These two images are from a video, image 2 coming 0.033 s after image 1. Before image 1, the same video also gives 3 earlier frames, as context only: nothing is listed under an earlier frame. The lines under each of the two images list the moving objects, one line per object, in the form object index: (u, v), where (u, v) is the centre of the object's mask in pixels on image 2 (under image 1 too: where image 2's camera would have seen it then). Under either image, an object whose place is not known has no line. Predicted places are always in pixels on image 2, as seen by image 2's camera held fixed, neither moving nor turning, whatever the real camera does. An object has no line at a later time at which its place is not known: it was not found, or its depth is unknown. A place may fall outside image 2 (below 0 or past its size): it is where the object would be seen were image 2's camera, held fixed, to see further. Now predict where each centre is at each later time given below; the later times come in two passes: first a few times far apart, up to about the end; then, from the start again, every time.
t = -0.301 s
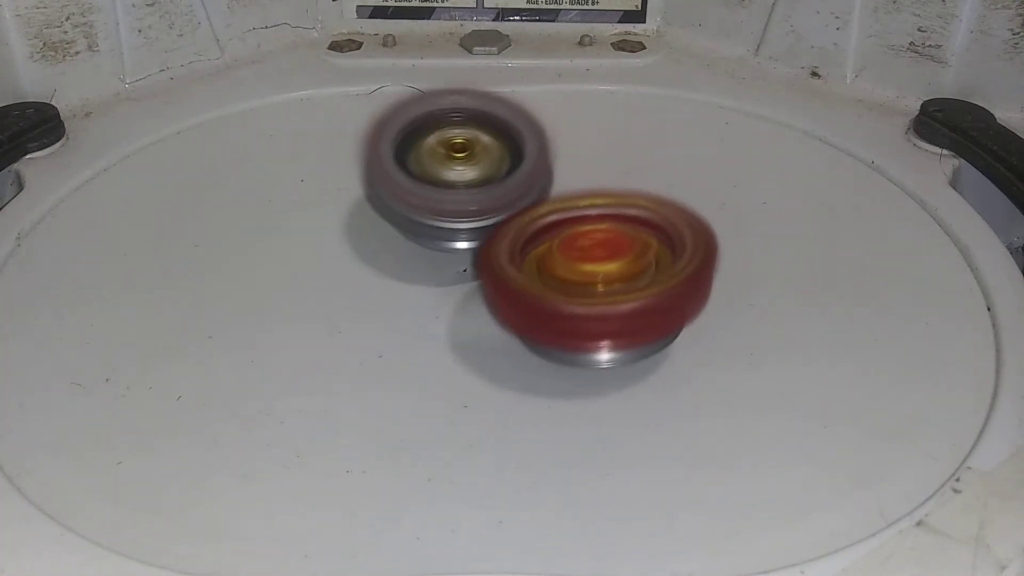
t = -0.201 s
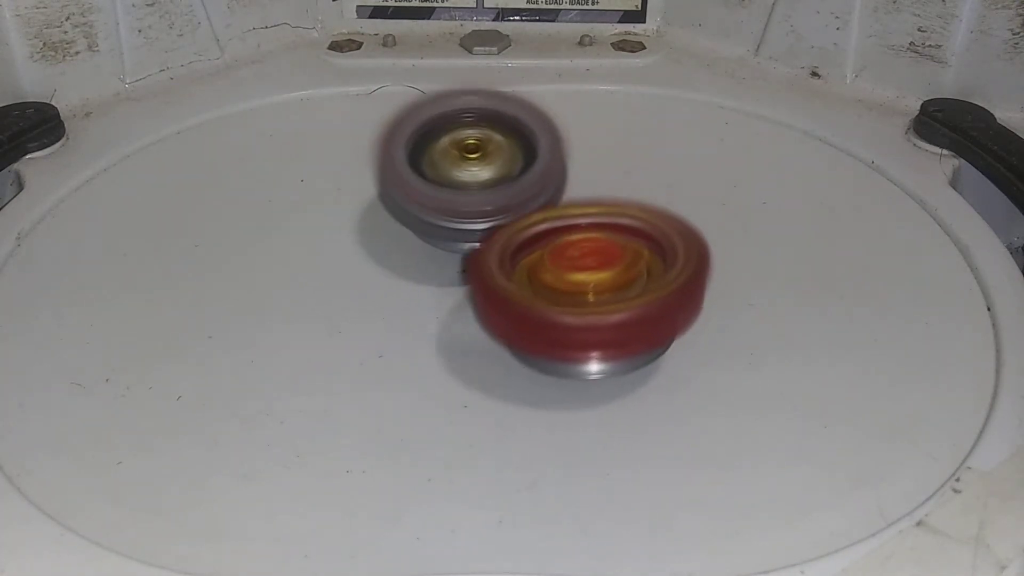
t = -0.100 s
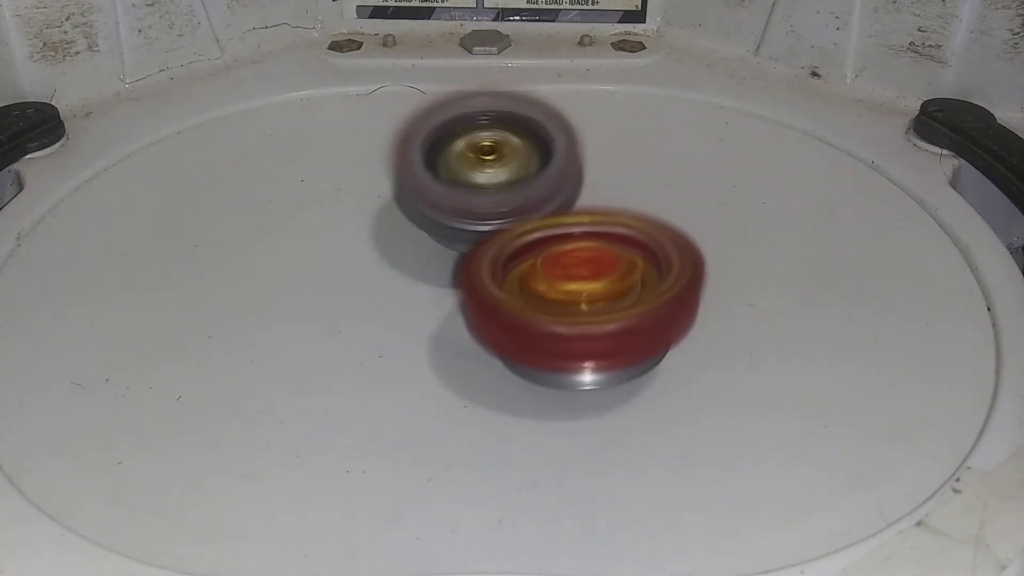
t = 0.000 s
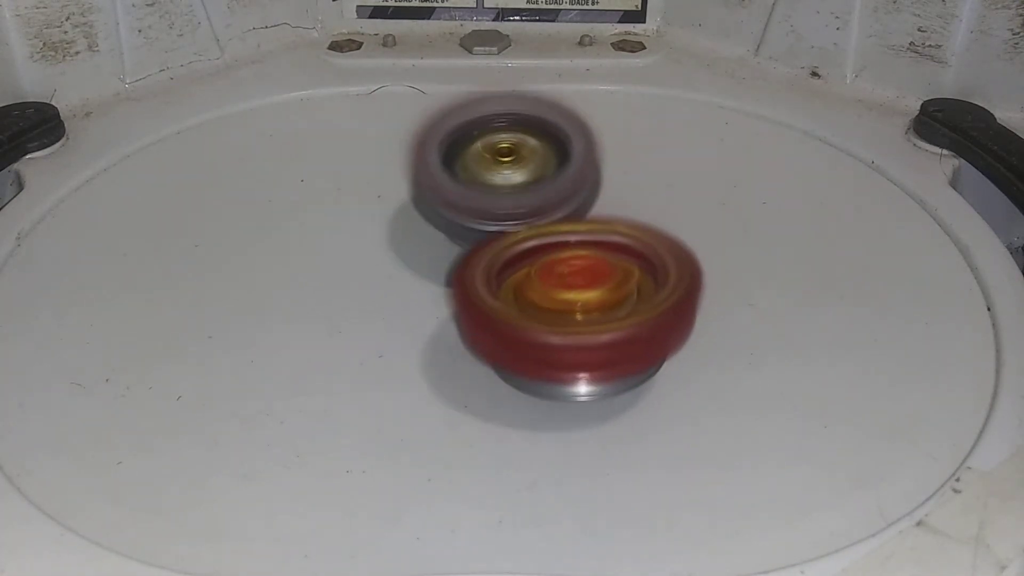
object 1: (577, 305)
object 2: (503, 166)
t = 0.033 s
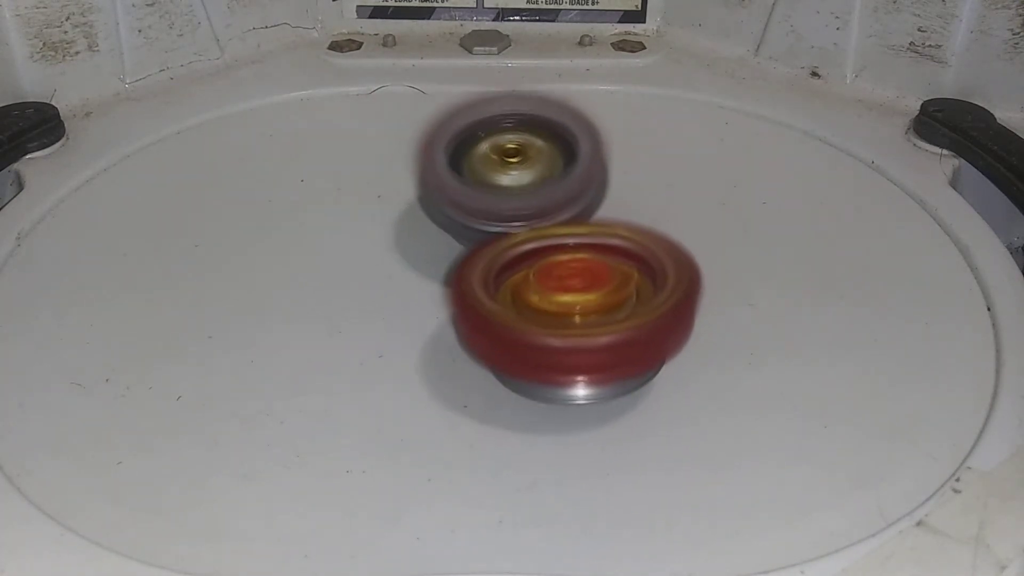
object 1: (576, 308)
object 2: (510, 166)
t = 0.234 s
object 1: (573, 322)
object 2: (544, 173)
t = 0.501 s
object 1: (565, 330)
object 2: (587, 180)
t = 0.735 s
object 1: (531, 324)
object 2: (615, 186)
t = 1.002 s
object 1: (457, 296)
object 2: (630, 196)
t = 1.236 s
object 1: (369, 260)
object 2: (626, 206)
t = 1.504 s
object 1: (312, 237)
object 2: (601, 222)
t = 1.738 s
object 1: (314, 223)
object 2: (559, 234)
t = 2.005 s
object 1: (339, 199)
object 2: (536, 253)
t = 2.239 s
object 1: (368, 175)
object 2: (518, 263)
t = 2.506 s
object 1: (408, 154)
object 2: (511, 266)
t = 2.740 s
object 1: (437, 143)
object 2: (526, 267)
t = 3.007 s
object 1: (448, 106)
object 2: (558, 318)
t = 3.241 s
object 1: (408, 88)
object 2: (591, 300)
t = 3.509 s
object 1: (401, 146)
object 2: (581, 283)
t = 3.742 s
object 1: (387, 151)
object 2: (667, 353)
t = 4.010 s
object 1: (359, 163)
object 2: (684, 316)
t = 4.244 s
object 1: (384, 200)
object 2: (655, 286)
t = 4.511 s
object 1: (425, 222)
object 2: (639, 264)
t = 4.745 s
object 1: (422, 222)
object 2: (638, 244)
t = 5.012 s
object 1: (411, 234)
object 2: (639, 220)
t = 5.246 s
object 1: (400, 235)
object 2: (644, 207)
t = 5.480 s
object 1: (423, 236)
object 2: (640, 199)
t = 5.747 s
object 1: (356, 228)
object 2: (686, 192)
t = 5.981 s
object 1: (350, 227)
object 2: (679, 194)
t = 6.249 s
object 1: (395, 228)
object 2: (647, 200)
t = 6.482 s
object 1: (410, 233)
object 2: (624, 200)
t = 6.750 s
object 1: (382, 241)
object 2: (614, 192)
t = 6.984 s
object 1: (383, 242)
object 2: (600, 184)
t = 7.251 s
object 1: (388, 245)
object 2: (598, 177)
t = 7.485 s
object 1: (389, 250)
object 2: (591, 173)
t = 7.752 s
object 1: (355, 262)
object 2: (633, 166)
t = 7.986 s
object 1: (343, 270)
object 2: (632, 167)
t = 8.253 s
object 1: (384, 264)
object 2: (611, 179)
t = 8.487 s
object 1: (402, 259)
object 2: (596, 184)
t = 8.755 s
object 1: (381, 263)
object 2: (576, 180)
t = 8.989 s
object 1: (383, 263)
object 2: (565, 176)
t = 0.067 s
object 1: (575, 310)
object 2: (515, 167)
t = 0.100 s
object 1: (574, 313)
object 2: (521, 169)
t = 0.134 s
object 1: (575, 315)
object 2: (526, 170)
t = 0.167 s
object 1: (574, 318)
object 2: (532, 171)
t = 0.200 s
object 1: (574, 320)
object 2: (538, 172)
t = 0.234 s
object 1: (573, 322)
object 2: (544, 173)
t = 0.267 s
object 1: (573, 324)
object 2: (549, 174)
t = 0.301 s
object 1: (572, 326)
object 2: (555, 175)
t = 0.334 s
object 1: (573, 327)
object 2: (560, 176)
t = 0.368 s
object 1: (572, 328)
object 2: (565, 178)
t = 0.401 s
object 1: (570, 328)
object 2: (571, 178)
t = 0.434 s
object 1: (568, 329)
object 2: (577, 179)
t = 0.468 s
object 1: (568, 330)
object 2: (582, 180)
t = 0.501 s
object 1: (565, 330)
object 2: (587, 180)
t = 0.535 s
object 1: (561, 330)
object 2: (592, 181)
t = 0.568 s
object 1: (557, 329)
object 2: (597, 181)
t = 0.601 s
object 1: (553, 329)
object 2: (601, 182)
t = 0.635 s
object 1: (548, 328)
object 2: (605, 182)
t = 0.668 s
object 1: (542, 327)
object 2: (609, 183)
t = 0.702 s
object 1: (537, 325)
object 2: (611, 184)
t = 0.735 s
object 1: (531, 324)
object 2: (615, 186)
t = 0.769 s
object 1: (524, 322)
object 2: (618, 187)
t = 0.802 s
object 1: (516, 320)
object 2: (620, 187)
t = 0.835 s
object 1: (508, 318)
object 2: (623, 188)
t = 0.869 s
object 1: (499, 315)
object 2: (625, 189)
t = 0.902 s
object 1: (489, 312)
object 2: (627, 191)
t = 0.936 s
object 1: (480, 307)
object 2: (629, 193)
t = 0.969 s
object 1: (468, 302)
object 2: (629, 194)
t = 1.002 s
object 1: (457, 296)
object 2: (630, 196)
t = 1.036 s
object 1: (446, 290)
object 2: (630, 198)
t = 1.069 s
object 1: (432, 284)
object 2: (629, 199)
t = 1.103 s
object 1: (420, 279)
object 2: (629, 201)
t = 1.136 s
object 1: (408, 274)
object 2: (629, 202)
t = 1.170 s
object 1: (395, 269)
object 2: (628, 204)
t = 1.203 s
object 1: (382, 264)
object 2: (627, 205)
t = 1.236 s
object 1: (369, 260)
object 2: (626, 206)
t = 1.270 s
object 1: (358, 256)
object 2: (625, 208)
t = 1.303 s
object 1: (348, 253)
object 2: (622, 210)
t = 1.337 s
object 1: (339, 249)
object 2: (620, 212)
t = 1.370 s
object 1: (331, 246)
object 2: (617, 213)
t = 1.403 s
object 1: (324, 243)
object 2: (613, 215)
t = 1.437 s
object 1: (319, 241)
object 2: (610, 217)
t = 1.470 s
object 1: (315, 239)
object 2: (605, 220)
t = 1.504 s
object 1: (312, 237)
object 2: (601, 222)
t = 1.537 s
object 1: (310, 235)
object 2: (595, 225)
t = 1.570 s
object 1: (308, 233)
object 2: (590, 226)
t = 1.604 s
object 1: (308, 231)
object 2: (584, 228)
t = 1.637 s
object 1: (308, 229)
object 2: (578, 229)
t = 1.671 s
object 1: (308, 228)
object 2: (571, 231)
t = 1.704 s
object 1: (311, 226)
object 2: (565, 233)
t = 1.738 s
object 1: (314, 223)
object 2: (559, 234)
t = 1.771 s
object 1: (318, 221)
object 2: (552, 235)
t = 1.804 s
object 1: (323, 219)
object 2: (546, 237)
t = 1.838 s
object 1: (326, 216)
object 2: (543, 240)
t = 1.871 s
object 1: (328, 212)
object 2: (544, 244)
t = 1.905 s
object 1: (332, 209)
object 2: (540, 247)
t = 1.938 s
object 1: (334, 205)
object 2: (540, 250)
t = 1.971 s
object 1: (337, 202)
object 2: (539, 252)
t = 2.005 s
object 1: (339, 199)
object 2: (536, 253)
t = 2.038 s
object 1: (341, 196)
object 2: (532, 255)
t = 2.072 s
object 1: (344, 193)
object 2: (527, 256)
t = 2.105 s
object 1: (348, 190)
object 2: (525, 257)
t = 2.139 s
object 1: (354, 185)
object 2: (522, 260)
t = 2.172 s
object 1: (359, 182)
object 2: (520, 262)
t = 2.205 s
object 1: (364, 177)
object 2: (519, 262)
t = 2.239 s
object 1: (368, 175)
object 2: (518, 263)
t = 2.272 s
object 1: (372, 172)
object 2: (517, 264)
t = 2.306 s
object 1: (377, 170)
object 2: (516, 265)
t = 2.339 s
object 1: (383, 167)
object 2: (516, 265)
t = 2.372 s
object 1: (388, 164)
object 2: (515, 266)
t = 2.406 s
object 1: (393, 161)
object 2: (515, 266)
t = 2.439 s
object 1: (398, 159)
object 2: (515, 266)
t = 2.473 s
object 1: (403, 157)
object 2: (513, 266)
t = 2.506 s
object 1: (408, 154)
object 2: (511, 266)
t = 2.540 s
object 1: (413, 153)
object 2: (509, 267)
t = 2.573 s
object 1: (420, 149)
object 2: (509, 271)
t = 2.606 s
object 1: (424, 147)
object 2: (512, 272)
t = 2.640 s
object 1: (429, 145)
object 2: (515, 270)
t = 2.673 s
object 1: (432, 144)
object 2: (519, 270)
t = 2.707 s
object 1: (435, 144)
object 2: (523, 269)
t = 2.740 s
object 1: (437, 143)
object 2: (526, 267)
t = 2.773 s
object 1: (440, 143)
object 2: (529, 266)
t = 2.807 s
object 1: (443, 144)
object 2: (533, 264)
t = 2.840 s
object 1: (445, 144)
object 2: (535, 261)
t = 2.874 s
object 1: (449, 145)
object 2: (536, 260)
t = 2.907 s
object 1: (456, 143)
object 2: (539, 273)
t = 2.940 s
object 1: (456, 127)
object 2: (546, 296)
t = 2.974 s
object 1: (452, 114)
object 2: (555, 311)
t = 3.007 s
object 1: (448, 106)
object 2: (558, 318)
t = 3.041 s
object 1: (444, 100)
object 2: (561, 318)
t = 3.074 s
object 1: (437, 94)
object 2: (566, 316)
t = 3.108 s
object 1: (431, 90)
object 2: (573, 312)
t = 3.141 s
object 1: (425, 88)
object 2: (579, 309)
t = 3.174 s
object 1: (418, 87)
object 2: (585, 305)
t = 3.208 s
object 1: (413, 87)
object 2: (588, 303)
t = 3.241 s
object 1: (408, 88)
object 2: (591, 300)
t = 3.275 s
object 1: (403, 91)
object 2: (591, 298)
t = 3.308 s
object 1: (400, 95)
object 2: (592, 296)
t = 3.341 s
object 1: (397, 101)
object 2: (591, 295)
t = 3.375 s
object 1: (396, 107)
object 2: (590, 293)
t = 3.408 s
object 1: (395, 115)
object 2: (587, 290)
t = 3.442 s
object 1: (395, 123)
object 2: (585, 288)
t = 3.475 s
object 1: (397, 134)
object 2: (583, 286)
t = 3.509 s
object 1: (401, 146)
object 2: (581, 283)
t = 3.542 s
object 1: (407, 161)
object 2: (579, 281)
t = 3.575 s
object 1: (414, 174)
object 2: (577, 279)
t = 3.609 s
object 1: (422, 187)
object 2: (576, 278)
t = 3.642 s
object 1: (421, 183)
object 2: (598, 302)
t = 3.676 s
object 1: (404, 167)
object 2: (631, 328)
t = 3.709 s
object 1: (393, 155)
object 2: (657, 346)
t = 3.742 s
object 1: (387, 151)
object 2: (667, 353)
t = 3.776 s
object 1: (381, 150)
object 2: (672, 353)
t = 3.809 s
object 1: (376, 151)
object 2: (678, 347)
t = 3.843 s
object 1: (372, 151)
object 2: (682, 342)
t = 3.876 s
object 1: (367, 153)
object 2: (684, 335)
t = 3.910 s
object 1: (364, 154)
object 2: (685, 329)
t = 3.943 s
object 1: (361, 156)
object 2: (685, 323)
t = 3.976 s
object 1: (360, 159)
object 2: (686, 320)
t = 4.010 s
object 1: (359, 163)
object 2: (684, 316)
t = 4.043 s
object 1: (359, 167)
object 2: (682, 311)
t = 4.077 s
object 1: (360, 172)
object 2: (679, 307)
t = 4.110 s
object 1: (362, 177)
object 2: (675, 303)
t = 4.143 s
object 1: (366, 182)
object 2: (670, 298)
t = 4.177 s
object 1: (371, 188)
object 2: (665, 294)
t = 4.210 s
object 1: (377, 194)
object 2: (661, 289)
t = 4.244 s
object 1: (384, 200)
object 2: (655, 286)
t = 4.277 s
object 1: (392, 207)
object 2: (649, 282)
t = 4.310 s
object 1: (401, 214)
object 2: (643, 278)
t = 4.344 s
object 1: (412, 221)
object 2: (637, 274)
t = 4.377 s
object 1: (424, 228)
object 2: (634, 271)
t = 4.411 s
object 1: (423, 224)
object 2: (641, 270)
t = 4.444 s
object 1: (423, 219)
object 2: (644, 269)
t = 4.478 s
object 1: (424, 219)
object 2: (642, 268)
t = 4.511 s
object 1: (425, 222)
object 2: (639, 264)
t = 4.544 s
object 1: (426, 224)
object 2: (637, 261)
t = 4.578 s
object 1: (429, 224)
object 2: (637, 258)
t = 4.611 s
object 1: (429, 222)
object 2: (640, 255)
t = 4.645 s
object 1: (430, 222)
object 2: (639, 253)
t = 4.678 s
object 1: (428, 220)
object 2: (639, 250)
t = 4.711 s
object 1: (426, 221)
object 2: (638, 247)
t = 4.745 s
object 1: (422, 222)
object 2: (638, 244)
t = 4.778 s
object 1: (418, 224)
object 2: (637, 240)
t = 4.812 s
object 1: (415, 225)
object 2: (636, 237)
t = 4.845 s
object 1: (414, 227)
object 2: (636, 234)
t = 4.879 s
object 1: (412, 228)
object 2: (636, 231)
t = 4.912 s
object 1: (412, 230)
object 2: (636, 228)
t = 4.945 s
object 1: (412, 231)
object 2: (636, 225)
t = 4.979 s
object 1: (413, 233)
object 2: (635, 222)
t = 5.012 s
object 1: (411, 234)
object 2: (639, 220)
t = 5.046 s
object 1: (407, 236)
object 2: (642, 218)
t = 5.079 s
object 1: (403, 237)
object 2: (642, 216)
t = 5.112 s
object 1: (402, 237)
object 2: (643, 214)
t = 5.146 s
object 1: (400, 237)
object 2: (643, 212)
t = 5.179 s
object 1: (399, 236)
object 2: (643, 210)
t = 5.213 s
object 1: (399, 236)
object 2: (643, 208)
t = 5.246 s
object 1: (400, 235)
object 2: (644, 207)
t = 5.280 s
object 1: (402, 235)
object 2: (644, 206)
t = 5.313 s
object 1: (404, 234)
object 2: (643, 205)
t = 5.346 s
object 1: (407, 234)
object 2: (642, 203)
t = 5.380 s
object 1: (411, 235)
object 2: (642, 202)
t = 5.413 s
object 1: (416, 237)
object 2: (642, 201)
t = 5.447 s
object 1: (420, 238)
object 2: (641, 200)
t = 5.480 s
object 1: (423, 236)
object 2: (640, 199)
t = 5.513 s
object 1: (419, 230)
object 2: (644, 197)
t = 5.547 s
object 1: (397, 227)
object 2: (672, 195)
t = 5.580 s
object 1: (386, 227)
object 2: (685, 196)
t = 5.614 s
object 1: (378, 227)
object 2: (687, 195)
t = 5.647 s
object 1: (371, 227)
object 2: (687, 194)
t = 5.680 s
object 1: (365, 227)
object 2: (687, 194)
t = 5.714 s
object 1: (360, 227)
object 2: (686, 193)
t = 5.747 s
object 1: (356, 228)
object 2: (686, 192)
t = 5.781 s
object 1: (353, 228)
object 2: (686, 192)
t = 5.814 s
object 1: (350, 228)
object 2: (686, 192)
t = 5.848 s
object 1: (349, 228)
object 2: (685, 192)
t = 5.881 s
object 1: (348, 228)
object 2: (683, 193)
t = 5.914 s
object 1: (347, 228)
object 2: (682, 193)
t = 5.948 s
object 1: (349, 228)
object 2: (681, 194)
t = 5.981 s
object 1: (350, 227)
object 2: (679, 194)
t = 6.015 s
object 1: (353, 228)
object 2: (676, 195)
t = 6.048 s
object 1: (357, 228)
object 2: (675, 196)
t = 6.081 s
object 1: (361, 228)
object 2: (671, 196)
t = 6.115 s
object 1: (367, 228)
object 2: (668, 197)
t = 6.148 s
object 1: (373, 228)
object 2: (664, 198)
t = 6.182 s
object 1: (379, 228)
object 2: (659, 199)
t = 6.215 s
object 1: (387, 228)
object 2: (653, 199)
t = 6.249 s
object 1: (395, 228)
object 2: (647, 200)
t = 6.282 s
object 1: (403, 228)
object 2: (640, 200)
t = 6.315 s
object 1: (413, 228)
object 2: (633, 201)
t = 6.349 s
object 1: (415, 228)
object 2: (631, 200)
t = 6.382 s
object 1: (407, 230)
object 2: (637, 200)
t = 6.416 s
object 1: (408, 230)
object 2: (635, 200)
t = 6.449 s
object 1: (409, 232)
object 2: (630, 200)
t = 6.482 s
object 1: (410, 233)
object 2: (624, 200)
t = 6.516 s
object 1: (408, 234)
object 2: (625, 199)
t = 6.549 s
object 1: (408, 236)
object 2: (621, 198)
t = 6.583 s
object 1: (400, 237)
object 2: (623, 197)
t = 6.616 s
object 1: (395, 238)
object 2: (622, 196)
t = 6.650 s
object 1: (390, 239)
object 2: (620, 195)
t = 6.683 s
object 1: (386, 240)
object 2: (617, 194)
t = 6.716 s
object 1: (384, 241)
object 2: (616, 193)
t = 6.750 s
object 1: (382, 241)
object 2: (614, 192)
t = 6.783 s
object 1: (380, 241)
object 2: (611, 191)
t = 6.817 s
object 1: (378, 242)
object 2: (610, 190)
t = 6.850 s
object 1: (377, 242)
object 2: (608, 189)
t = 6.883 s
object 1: (377, 242)
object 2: (605, 187)
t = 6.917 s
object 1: (378, 242)
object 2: (604, 186)
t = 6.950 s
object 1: (380, 242)
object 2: (602, 185)
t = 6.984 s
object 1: (383, 242)
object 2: (600, 184)
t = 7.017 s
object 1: (386, 242)
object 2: (598, 183)
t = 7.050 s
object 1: (391, 242)
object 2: (596, 182)
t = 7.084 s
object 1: (395, 241)
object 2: (595, 181)
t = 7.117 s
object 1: (396, 240)
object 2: (595, 180)
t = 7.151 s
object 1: (397, 241)
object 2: (597, 179)
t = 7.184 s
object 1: (393, 242)
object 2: (597, 178)
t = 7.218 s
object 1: (391, 243)
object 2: (599, 177)
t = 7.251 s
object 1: (388, 245)
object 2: (598, 177)
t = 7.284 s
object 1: (386, 246)
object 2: (597, 177)
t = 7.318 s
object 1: (385, 247)
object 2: (595, 176)
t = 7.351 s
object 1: (384, 248)
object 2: (593, 175)
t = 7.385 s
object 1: (383, 249)
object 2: (592, 175)
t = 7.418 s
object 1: (384, 249)
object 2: (592, 174)
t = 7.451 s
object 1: (387, 250)
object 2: (591, 174)
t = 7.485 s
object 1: (389, 250)
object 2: (591, 173)
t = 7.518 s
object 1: (392, 250)
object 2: (590, 173)
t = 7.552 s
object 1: (397, 250)
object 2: (590, 173)
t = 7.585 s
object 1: (401, 249)
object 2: (590, 173)
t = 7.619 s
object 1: (394, 249)
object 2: (595, 172)
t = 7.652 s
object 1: (373, 254)
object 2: (619, 167)
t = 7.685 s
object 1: (367, 257)
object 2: (631, 166)
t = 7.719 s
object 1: (360, 259)
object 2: (632, 167)
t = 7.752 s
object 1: (355, 262)
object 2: (633, 166)
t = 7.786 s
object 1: (351, 263)
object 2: (634, 166)
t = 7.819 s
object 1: (347, 265)
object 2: (634, 166)
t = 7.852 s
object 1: (344, 267)
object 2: (633, 165)
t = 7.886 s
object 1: (343, 268)
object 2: (633, 165)
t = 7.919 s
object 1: (342, 269)
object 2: (633, 166)
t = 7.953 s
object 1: (342, 270)
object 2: (632, 166)
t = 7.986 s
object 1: (343, 270)
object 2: (632, 167)
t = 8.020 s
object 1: (344, 270)
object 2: (631, 167)
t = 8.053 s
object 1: (347, 270)
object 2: (629, 169)
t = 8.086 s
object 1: (352, 270)
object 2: (628, 170)
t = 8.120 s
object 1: (357, 269)
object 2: (626, 171)
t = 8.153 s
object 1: (362, 268)
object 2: (624, 173)
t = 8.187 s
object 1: (369, 267)
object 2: (620, 175)
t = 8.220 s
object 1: (376, 265)
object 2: (616, 177)
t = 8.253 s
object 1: (384, 264)
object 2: (611, 179)
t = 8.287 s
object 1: (392, 262)
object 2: (606, 181)
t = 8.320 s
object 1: (402, 260)
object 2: (600, 183)
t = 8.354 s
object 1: (409, 259)
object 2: (596, 184)
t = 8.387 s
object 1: (407, 258)
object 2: (599, 183)
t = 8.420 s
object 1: (405, 259)
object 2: (602, 182)
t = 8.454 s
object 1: (406, 260)
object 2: (598, 184)
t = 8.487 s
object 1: (402, 259)
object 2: (596, 184)
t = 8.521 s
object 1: (399, 260)
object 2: (595, 184)
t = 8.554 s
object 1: (397, 261)
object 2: (591, 184)
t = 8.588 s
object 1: (394, 262)
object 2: (588, 184)
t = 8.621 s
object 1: (393, 262)
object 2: (585, 183)
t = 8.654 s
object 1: (391, 262)
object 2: (581, 182)
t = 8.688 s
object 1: (390, 262)
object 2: (578, 182)
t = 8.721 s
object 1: (386, 262)
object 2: (576, 181)
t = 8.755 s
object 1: (381, 263)
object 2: (576, 180)
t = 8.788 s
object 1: (380, 264)
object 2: (573, 179)
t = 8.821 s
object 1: (378, 264)
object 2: (571, 178)
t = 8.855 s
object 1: (378, 264)
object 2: (569, 178)
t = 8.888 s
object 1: (377, 264)
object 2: (568, 178)
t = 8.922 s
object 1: (378, 264)
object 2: (567, 177)
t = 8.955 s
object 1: (381, 264)
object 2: (566, 176)
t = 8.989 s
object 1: (383, 263)
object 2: (565, 176)
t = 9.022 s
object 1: (384, 262)
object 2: (565, 175)
